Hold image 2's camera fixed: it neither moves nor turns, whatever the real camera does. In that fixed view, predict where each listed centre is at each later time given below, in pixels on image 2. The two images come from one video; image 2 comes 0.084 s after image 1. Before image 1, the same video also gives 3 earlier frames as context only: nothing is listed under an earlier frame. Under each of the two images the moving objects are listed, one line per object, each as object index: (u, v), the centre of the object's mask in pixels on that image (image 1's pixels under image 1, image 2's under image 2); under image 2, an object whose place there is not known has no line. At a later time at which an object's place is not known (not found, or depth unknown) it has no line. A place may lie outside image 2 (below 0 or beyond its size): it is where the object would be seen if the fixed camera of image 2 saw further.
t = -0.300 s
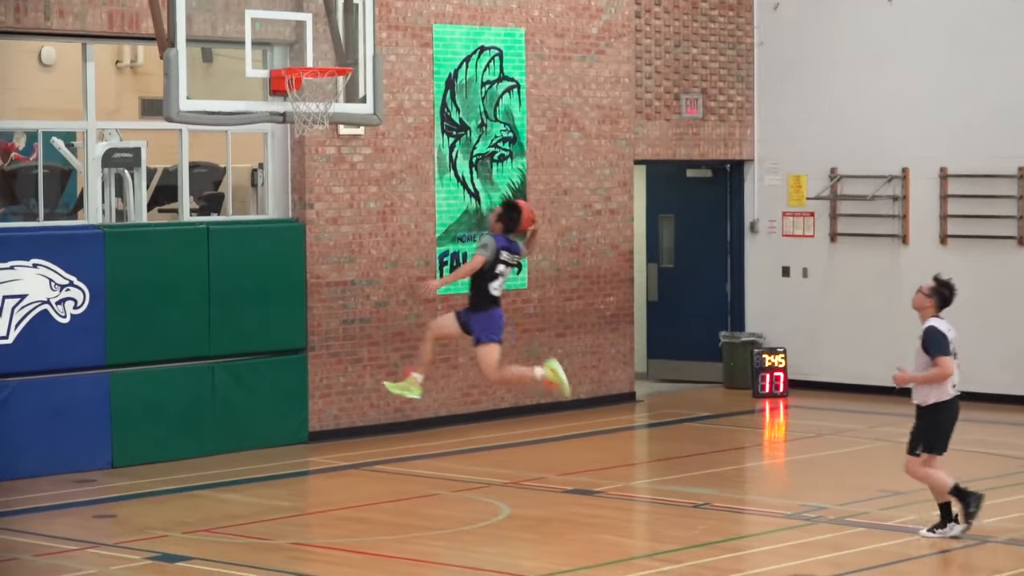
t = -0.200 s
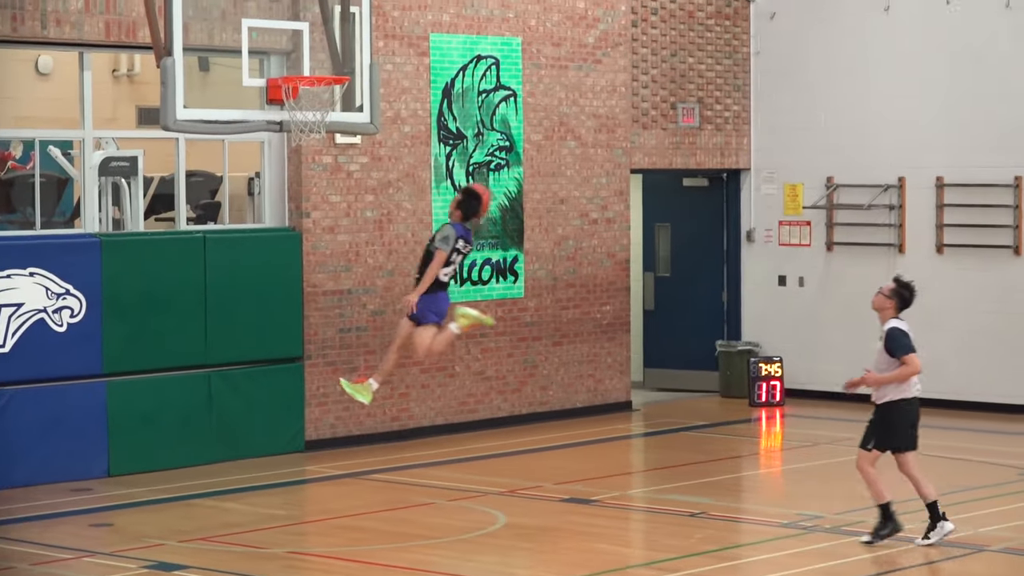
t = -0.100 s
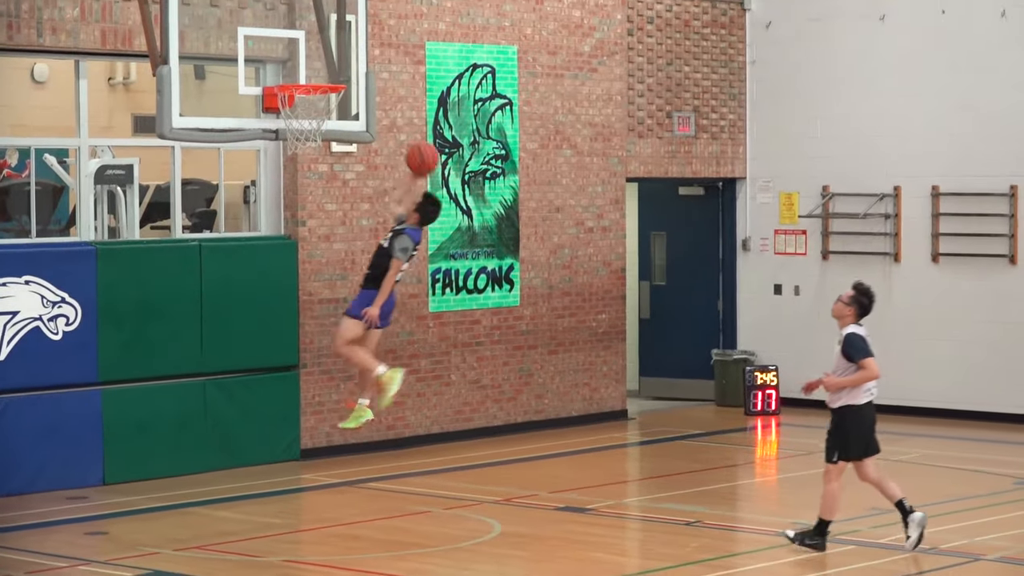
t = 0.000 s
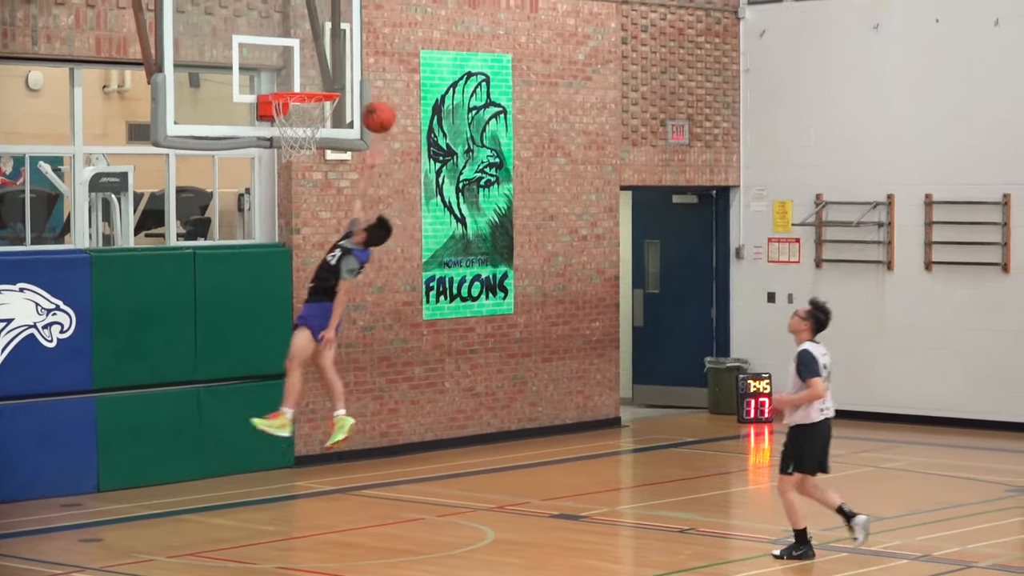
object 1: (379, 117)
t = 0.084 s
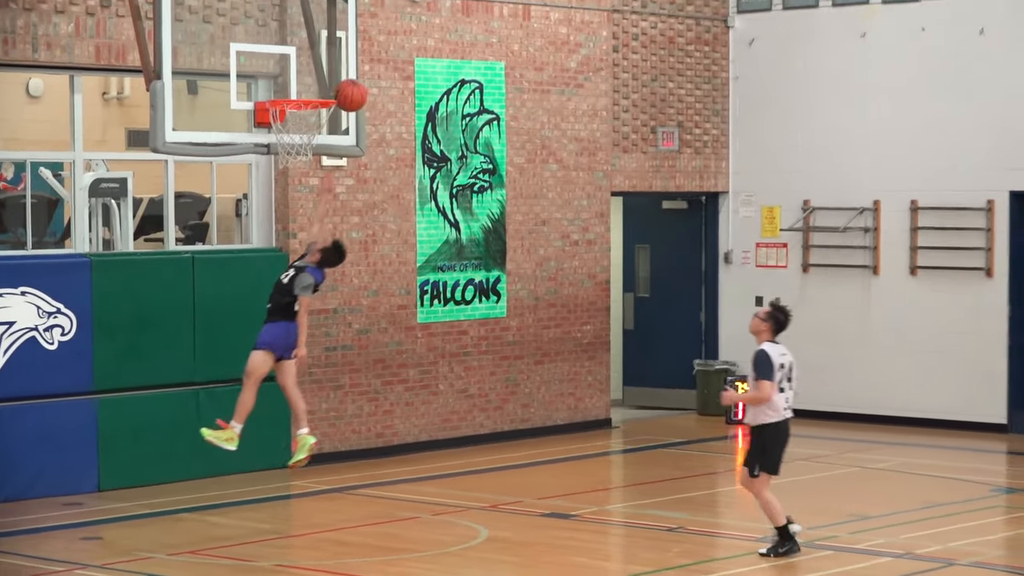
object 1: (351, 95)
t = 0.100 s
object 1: (346, 90)
